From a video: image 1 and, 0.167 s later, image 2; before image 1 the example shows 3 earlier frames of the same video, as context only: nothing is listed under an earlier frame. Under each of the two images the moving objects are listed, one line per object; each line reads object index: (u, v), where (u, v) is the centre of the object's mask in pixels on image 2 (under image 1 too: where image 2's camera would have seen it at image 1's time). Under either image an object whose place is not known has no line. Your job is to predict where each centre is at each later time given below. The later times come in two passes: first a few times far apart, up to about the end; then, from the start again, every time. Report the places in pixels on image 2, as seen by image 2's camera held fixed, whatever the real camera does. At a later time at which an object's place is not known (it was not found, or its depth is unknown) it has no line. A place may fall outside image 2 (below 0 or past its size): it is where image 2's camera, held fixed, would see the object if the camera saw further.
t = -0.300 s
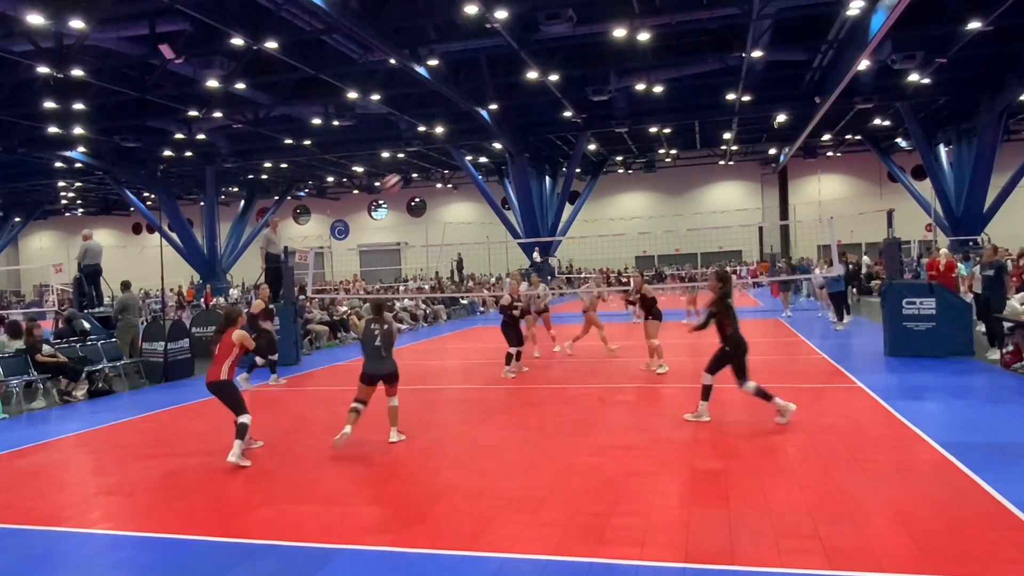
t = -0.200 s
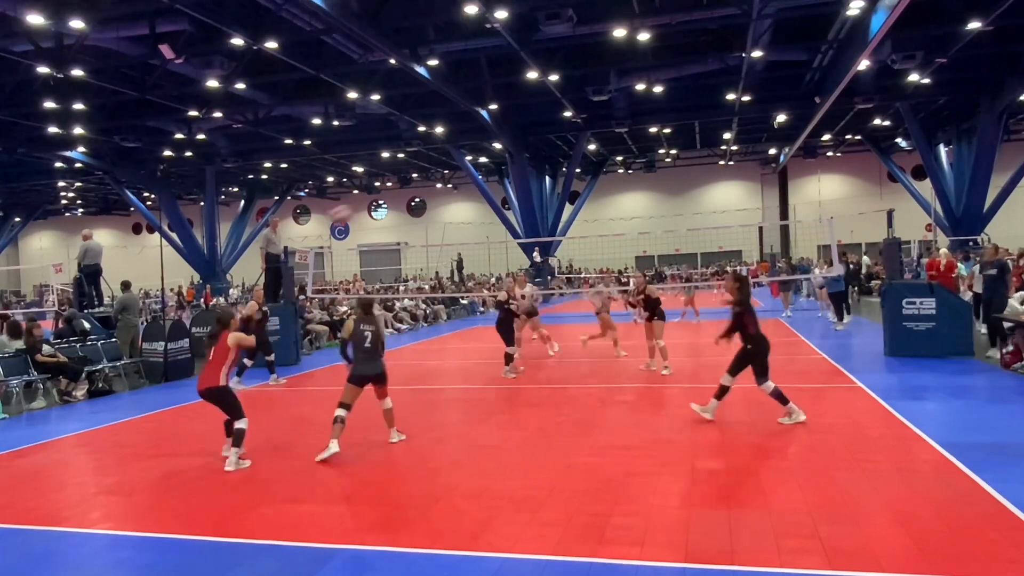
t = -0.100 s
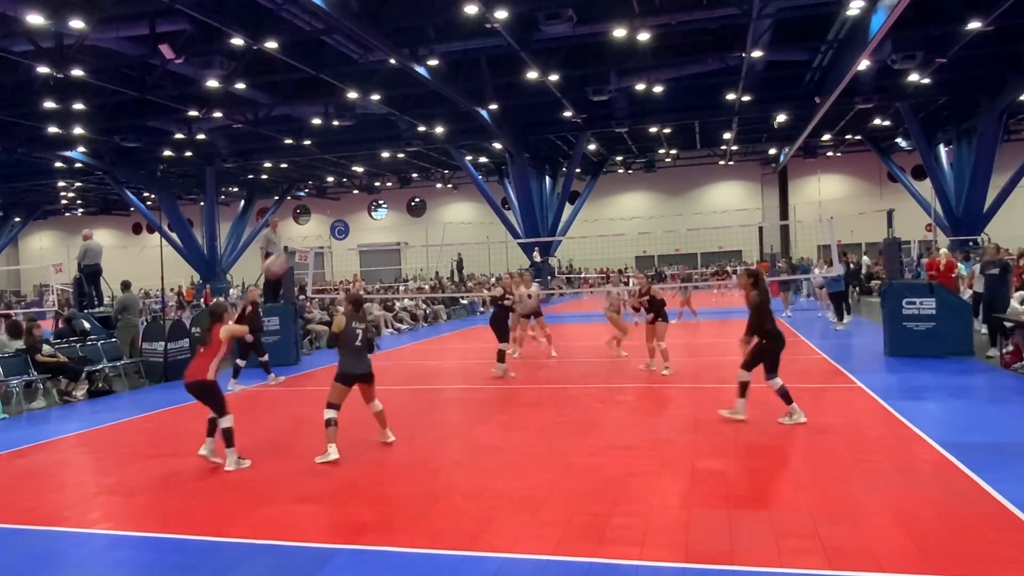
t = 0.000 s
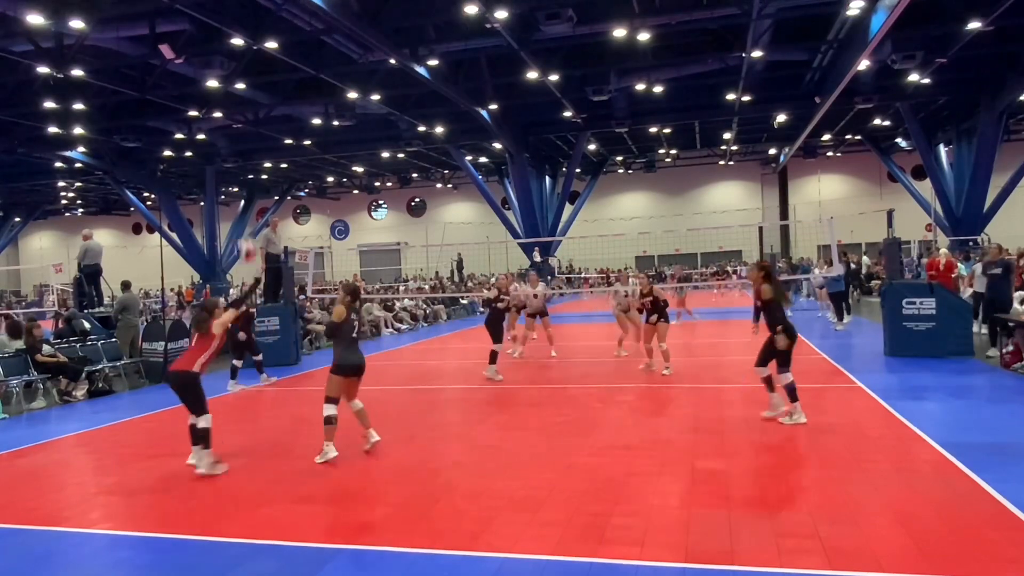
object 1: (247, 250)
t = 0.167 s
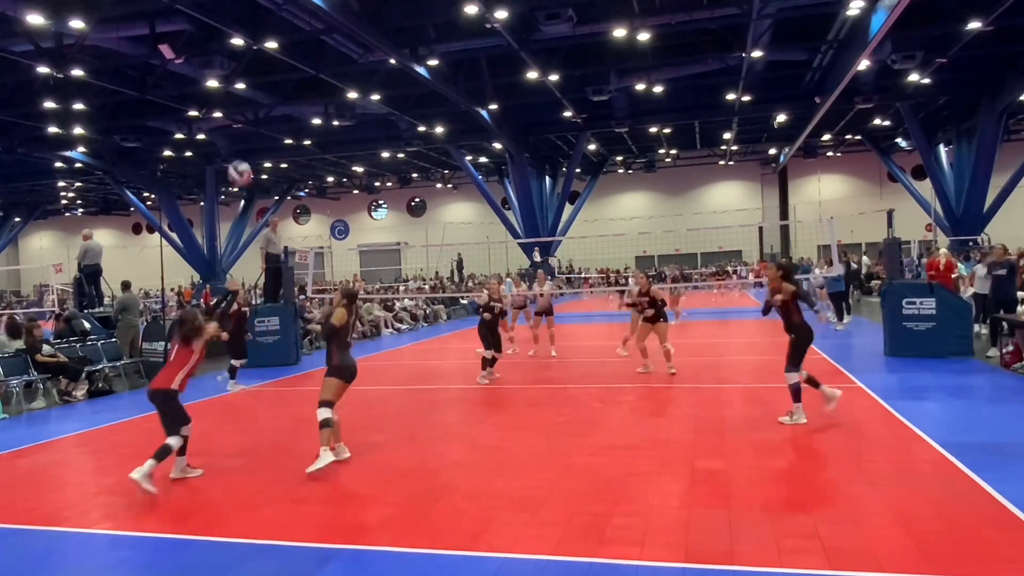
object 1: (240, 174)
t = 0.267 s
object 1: (237, 141)
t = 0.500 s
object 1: (232, 108)
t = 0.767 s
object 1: (231, 137)
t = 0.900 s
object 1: (232, 178)
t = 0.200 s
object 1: (239, 161)
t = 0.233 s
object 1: (238, 151)
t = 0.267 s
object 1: (237, 141)
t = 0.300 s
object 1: (236, 133)
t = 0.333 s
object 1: (236, 127)
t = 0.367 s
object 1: (235, 120)
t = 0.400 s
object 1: (235, 115)
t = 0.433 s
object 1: (234, 112)
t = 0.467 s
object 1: (233, 109)
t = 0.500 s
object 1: (232, 108)
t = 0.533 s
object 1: (232, 108)
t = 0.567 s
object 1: (232, 108)
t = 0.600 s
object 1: (232, 109)
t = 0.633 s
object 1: (232, 113)
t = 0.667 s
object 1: (232, 117)
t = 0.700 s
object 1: (231, 123)
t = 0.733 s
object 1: (231, 130)
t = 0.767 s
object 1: (231, 137)
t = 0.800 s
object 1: (231, 146)
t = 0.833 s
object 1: (232, 156)
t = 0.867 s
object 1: (232, 167)
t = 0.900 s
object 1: (232, 178)
